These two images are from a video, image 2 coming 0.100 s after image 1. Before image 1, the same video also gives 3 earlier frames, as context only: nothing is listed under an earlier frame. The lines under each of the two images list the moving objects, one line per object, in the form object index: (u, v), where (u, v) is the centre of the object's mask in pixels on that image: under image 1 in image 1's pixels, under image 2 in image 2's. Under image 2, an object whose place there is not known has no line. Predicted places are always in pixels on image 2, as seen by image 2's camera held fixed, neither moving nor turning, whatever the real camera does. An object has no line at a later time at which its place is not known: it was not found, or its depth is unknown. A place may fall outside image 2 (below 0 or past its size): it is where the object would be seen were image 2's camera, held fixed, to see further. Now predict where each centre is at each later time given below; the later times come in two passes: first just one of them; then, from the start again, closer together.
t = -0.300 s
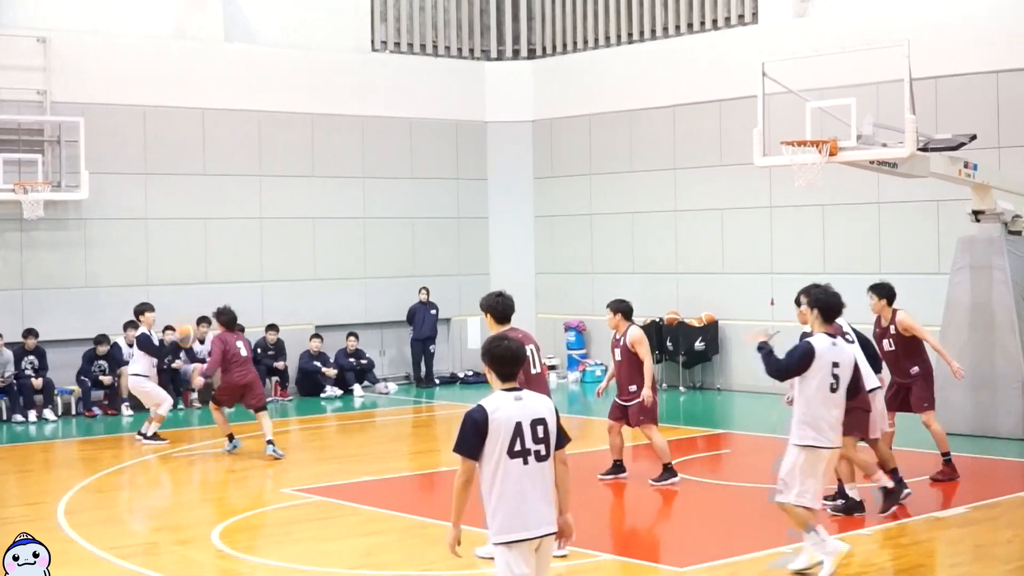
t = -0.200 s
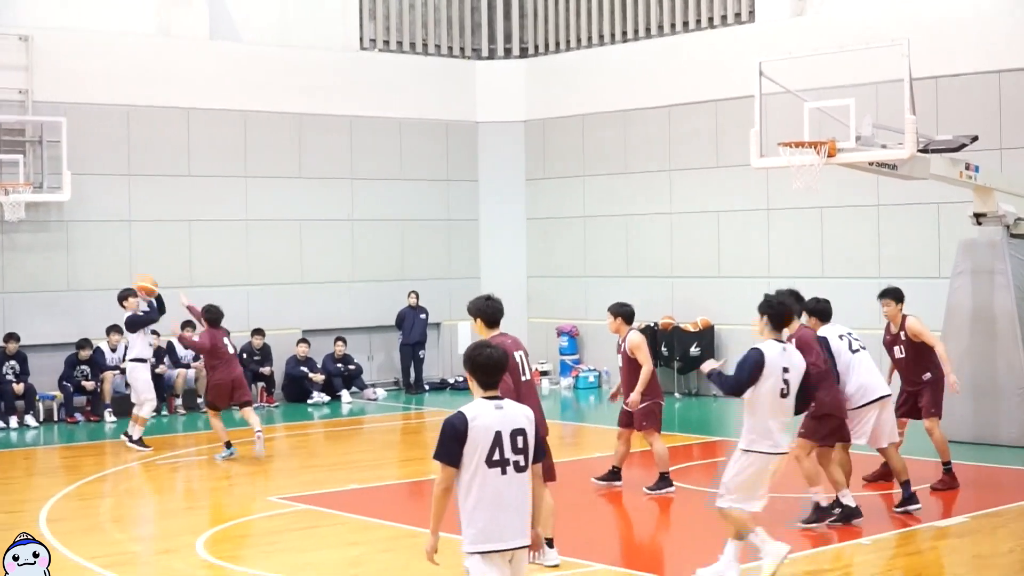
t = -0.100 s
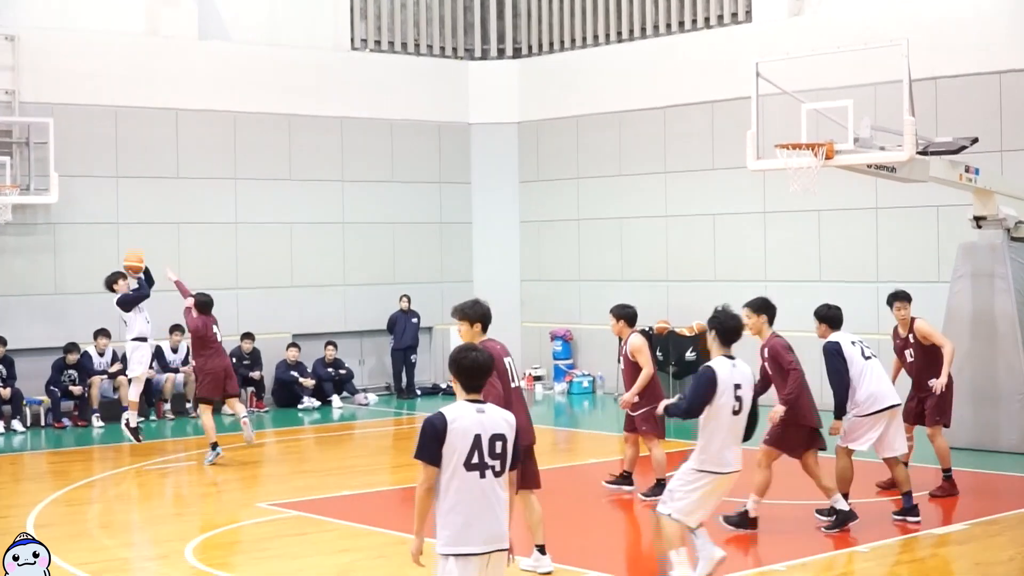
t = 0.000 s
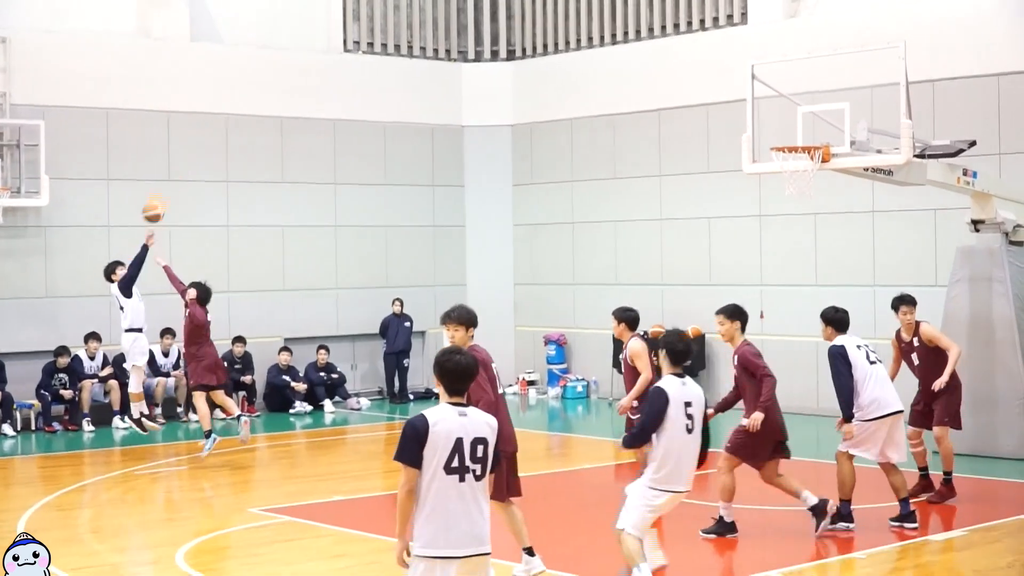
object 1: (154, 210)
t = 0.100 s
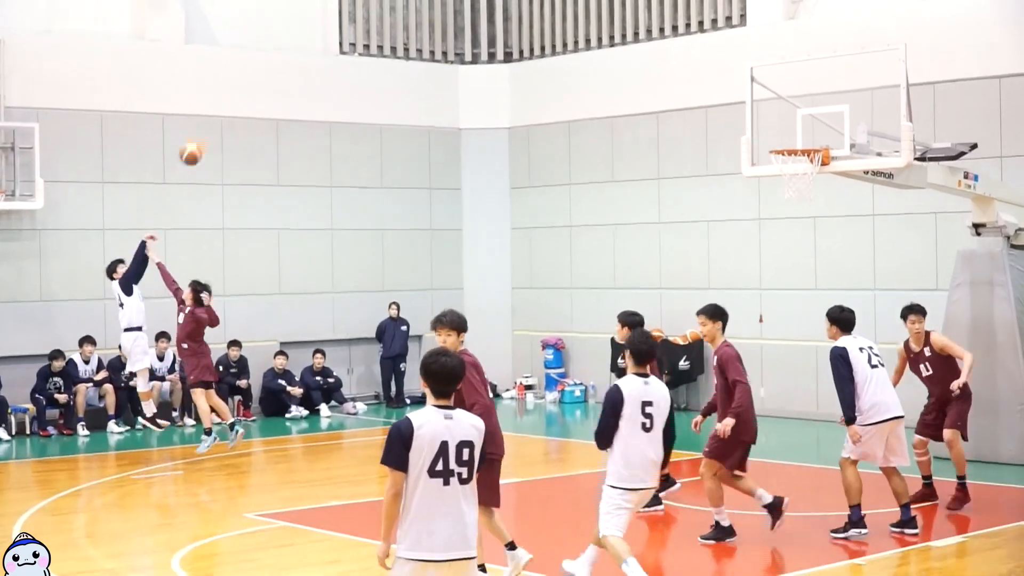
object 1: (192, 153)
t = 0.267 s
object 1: (263, 73)
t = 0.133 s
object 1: (206, 135)
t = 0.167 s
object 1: (220, 117)
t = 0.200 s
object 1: (234, 101)
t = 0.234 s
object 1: (248, 87)
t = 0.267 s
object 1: (263, 73)
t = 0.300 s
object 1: (278, 60)
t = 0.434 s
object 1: (337, 14)
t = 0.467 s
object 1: (352, 5)
